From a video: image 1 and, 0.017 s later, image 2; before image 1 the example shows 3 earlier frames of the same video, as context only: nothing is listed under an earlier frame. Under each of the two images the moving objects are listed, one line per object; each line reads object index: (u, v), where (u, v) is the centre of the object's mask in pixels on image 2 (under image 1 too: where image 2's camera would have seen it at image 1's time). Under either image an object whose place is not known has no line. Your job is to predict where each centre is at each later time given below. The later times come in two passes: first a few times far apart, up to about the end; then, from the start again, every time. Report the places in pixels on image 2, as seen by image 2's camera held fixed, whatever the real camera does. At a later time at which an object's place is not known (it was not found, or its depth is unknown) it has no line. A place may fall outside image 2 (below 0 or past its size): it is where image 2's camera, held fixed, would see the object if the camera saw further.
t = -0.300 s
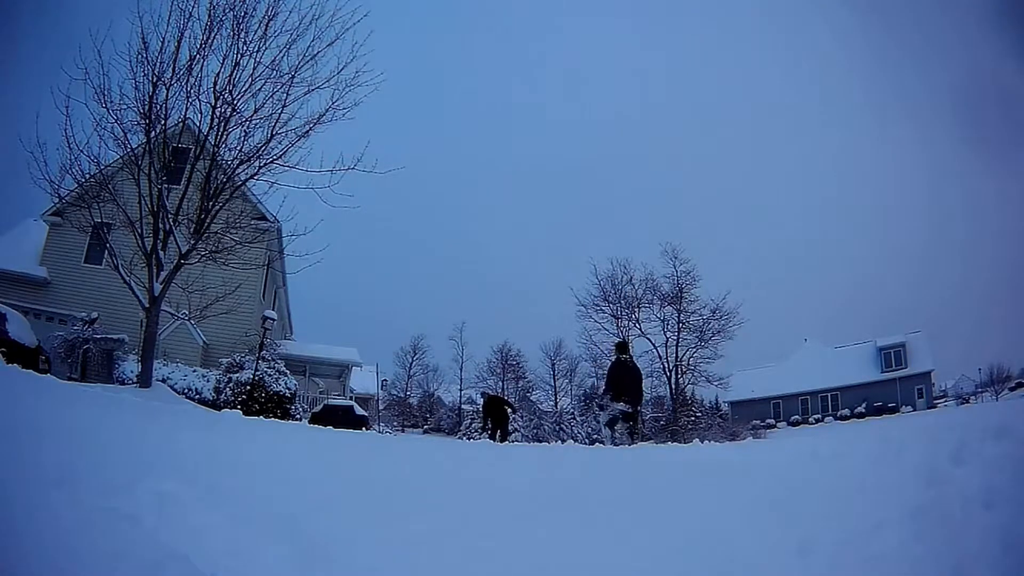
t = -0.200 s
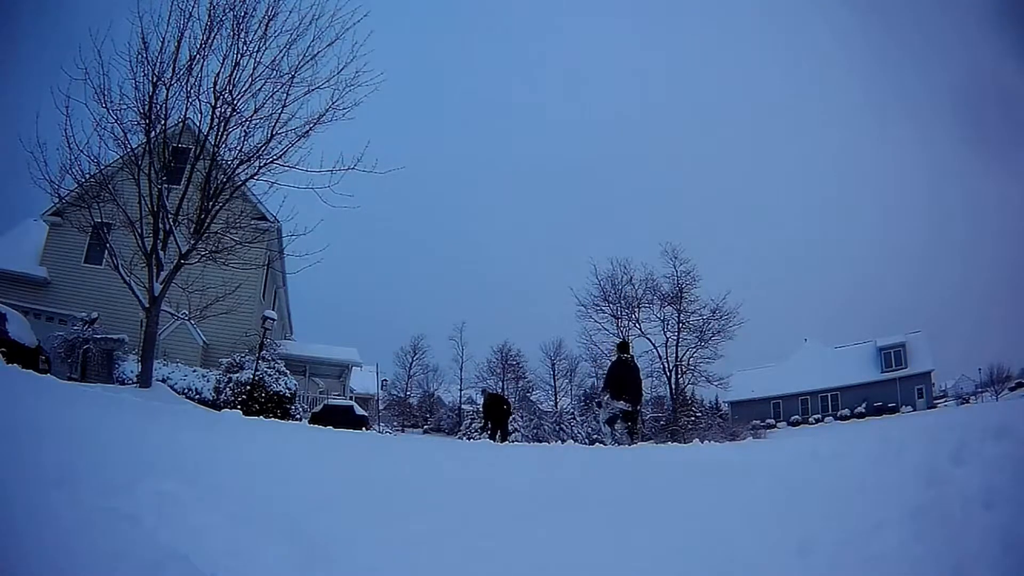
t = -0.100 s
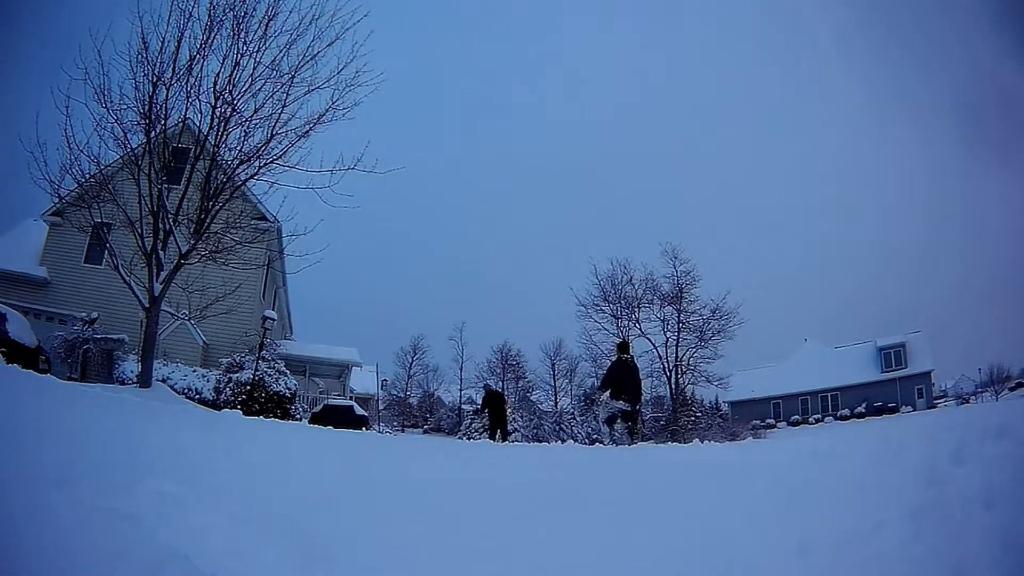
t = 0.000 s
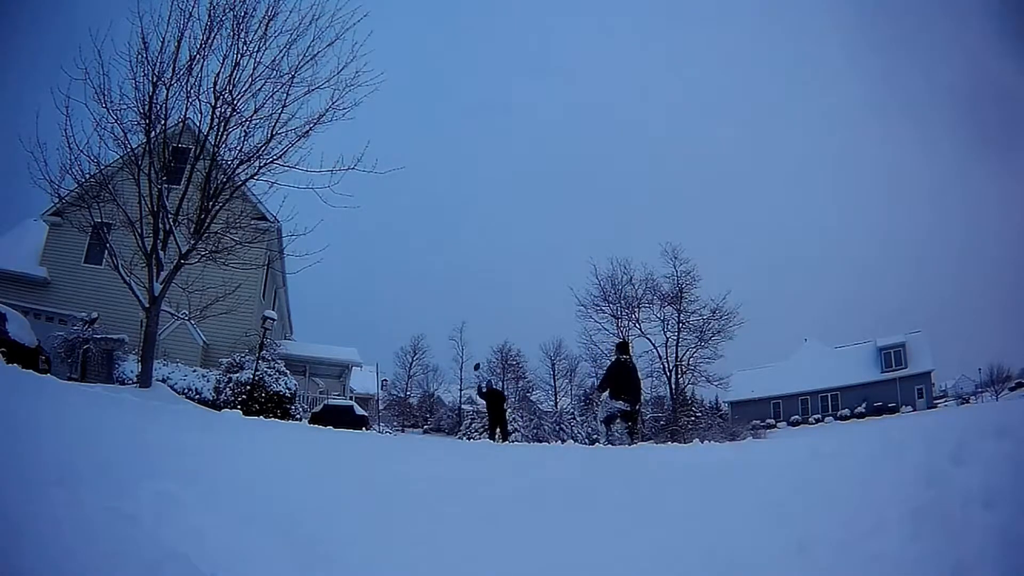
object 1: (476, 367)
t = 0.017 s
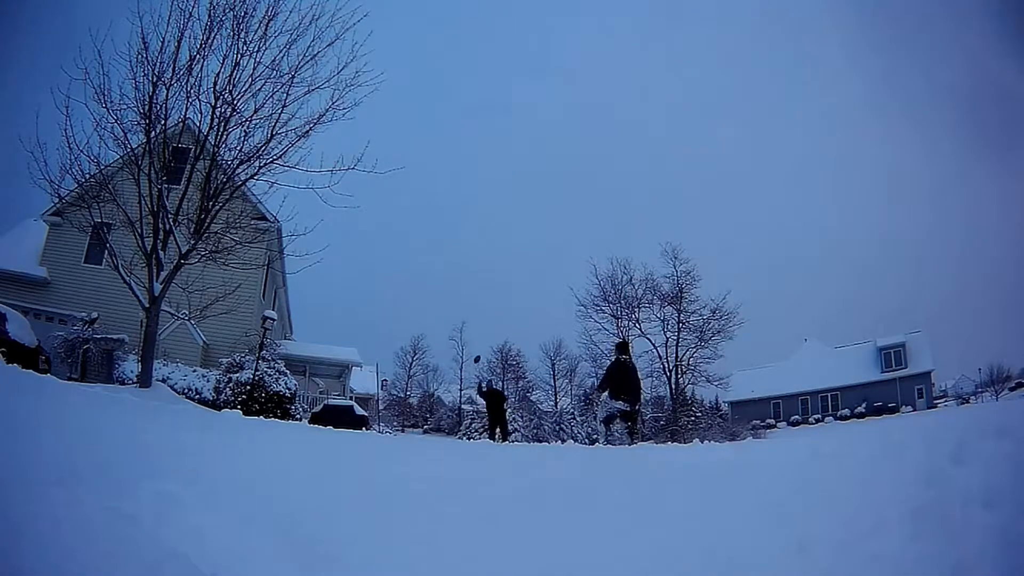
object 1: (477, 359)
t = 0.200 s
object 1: (481, 283)
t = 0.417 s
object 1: (488, 214)
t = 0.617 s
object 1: (494, 166)
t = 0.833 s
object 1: (502, 130)
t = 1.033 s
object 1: (508, 110)
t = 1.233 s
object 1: (514, 102)
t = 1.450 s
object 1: (521, 106)
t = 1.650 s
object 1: (526, 124)
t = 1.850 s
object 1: (532, 162)
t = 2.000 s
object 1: (535, 204)
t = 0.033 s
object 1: (477, 352)
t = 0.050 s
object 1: (477, 344)
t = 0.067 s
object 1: (478, 337)
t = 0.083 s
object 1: (478, 330)
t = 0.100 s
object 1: (478, 323)
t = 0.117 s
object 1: (479, 316)
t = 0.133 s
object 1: (479, 309)
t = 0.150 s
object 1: (480, 302)
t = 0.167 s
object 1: (480, 296)
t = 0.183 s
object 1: (480, 289)
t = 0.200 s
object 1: (481, 283)
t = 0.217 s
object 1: (482, 277)
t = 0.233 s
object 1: (482, 271)
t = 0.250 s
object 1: (482, 265)
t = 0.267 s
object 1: (483, 259)
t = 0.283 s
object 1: (483, 254)
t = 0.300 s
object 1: (484, 248)
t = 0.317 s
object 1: (484, 243)
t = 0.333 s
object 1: (485, 238)
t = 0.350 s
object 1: (486, 233)
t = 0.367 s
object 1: (486, 228)
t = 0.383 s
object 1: (487, 223)
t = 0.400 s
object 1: (487, 218)
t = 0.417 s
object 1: (488, 214)
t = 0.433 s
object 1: (489, 209)
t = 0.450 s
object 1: (489, 205)
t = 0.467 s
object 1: (489, 200)
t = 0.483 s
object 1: (490, 196)
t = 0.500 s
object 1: (491, 192)
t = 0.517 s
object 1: (491, 188)
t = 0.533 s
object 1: (492, 184)
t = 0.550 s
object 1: (492, 180)
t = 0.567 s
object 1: (493, 176)
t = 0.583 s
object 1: (494, 173)
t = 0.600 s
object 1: (494, 169)
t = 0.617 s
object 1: (494, 166)
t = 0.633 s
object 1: (495, 163)
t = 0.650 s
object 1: (496, 159)
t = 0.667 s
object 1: (496, 156)
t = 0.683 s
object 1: (497, 153)
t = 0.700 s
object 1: (497, 150)
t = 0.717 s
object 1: (498, 147)
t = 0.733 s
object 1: (498, 144)
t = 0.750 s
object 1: (499, 142)
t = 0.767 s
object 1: (499, 139)
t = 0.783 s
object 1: (500, 137)
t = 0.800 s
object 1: (500, 135)
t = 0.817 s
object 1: (501, 132)
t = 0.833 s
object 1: (502, 130)
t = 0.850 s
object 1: (502, 128)
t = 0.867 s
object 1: (503, 126)
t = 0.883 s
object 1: (504, 124)
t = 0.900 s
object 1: (504, 122)
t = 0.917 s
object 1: (504, 120)
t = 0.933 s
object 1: (505, 119)
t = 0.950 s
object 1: (505, 117)
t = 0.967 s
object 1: (506, 115)
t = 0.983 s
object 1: (506, 114)
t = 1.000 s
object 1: (507, 112)
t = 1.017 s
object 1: (507, 111)
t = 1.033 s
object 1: (508, 110)
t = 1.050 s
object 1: (508, 109)
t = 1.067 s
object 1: (509, 108)
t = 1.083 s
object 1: (510, 107)
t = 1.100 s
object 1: (510, 106)
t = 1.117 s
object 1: (511, 105)
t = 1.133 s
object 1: (511, 104)
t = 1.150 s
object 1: (512, 104)
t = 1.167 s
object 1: (512, 103)
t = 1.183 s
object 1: (513, 103)
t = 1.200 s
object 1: (513, 102)
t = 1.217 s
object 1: (513, 102)
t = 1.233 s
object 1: (514, 102)
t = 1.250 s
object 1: (514, 102)
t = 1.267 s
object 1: (515, 101)
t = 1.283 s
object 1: (515, 101)
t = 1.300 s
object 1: (516, 101)
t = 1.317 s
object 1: (517, 101)
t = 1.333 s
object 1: (517, 101)
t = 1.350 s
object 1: (518, 102)
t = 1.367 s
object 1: (518, 102)
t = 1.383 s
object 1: (519, 103)
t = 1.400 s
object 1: (519, 103)
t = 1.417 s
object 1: (520, 104)
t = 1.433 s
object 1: (520, 105)
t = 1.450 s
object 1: (521, 106)
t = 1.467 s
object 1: (521, 107)
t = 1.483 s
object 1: (521, 108)
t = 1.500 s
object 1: (522, 109)
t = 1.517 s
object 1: (522, 110)
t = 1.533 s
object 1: (523, 112)
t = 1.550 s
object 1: (523, 113)
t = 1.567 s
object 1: (524, 115)
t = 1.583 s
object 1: (524, 117)
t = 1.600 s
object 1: (525, 118)
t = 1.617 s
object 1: (525, 120)
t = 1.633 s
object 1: (526, 122)
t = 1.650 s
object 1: (526, 124)
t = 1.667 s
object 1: (527, 127)
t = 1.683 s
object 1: (527, 129)
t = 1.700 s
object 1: (528, 132)
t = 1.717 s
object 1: (528, 135)
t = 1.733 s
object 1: (529, 138)
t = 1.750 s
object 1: (529, 141)
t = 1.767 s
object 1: (529, 144)
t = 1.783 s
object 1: (530, 147)
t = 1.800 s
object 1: (530, 151)
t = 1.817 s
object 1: (531, 154)
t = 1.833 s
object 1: (531, 158)
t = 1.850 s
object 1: (532, 162)
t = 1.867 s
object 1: (532, 166)
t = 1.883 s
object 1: (533, 170)
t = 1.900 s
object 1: (533, 175)
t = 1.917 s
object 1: (534, 180)
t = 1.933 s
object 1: (534, 185)
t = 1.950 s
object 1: (534, 190)
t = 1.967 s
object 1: (535, 193)
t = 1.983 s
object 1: (535, 199)
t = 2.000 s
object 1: (535, 204)
